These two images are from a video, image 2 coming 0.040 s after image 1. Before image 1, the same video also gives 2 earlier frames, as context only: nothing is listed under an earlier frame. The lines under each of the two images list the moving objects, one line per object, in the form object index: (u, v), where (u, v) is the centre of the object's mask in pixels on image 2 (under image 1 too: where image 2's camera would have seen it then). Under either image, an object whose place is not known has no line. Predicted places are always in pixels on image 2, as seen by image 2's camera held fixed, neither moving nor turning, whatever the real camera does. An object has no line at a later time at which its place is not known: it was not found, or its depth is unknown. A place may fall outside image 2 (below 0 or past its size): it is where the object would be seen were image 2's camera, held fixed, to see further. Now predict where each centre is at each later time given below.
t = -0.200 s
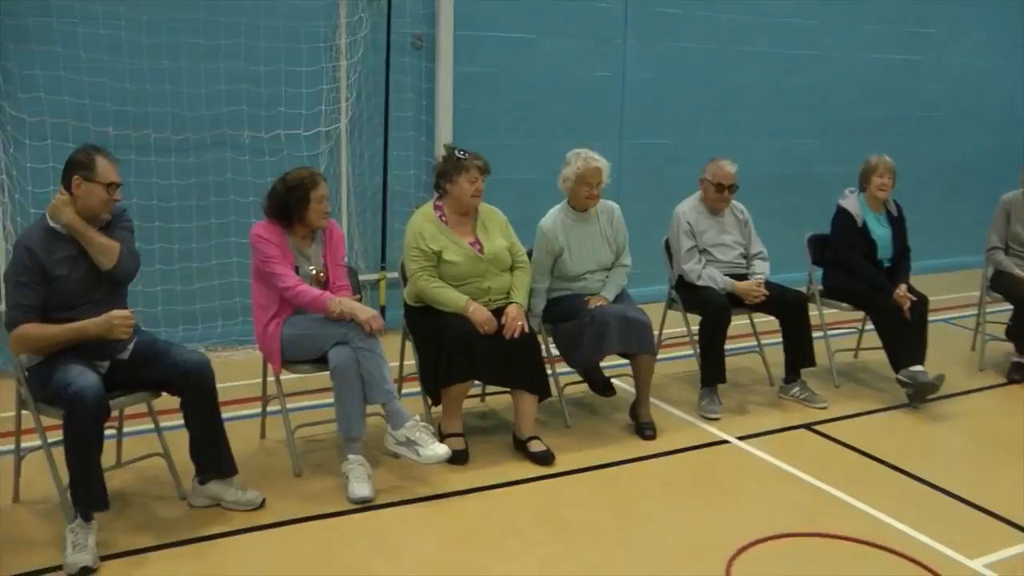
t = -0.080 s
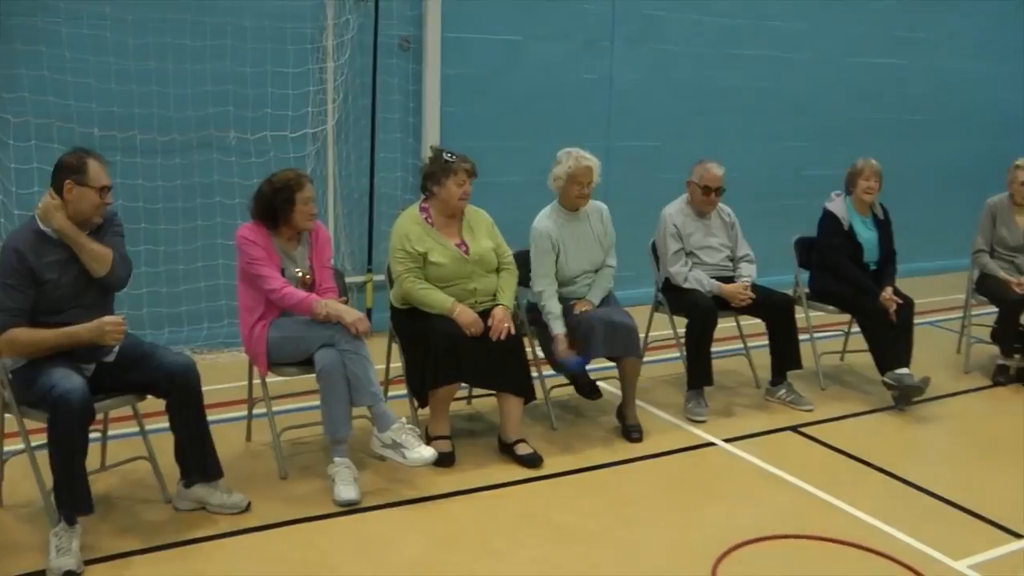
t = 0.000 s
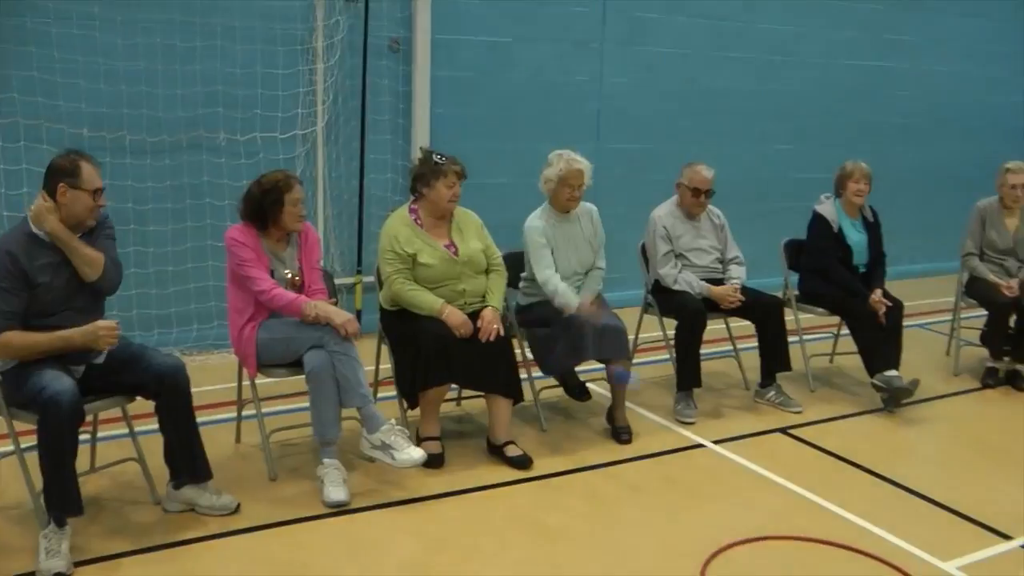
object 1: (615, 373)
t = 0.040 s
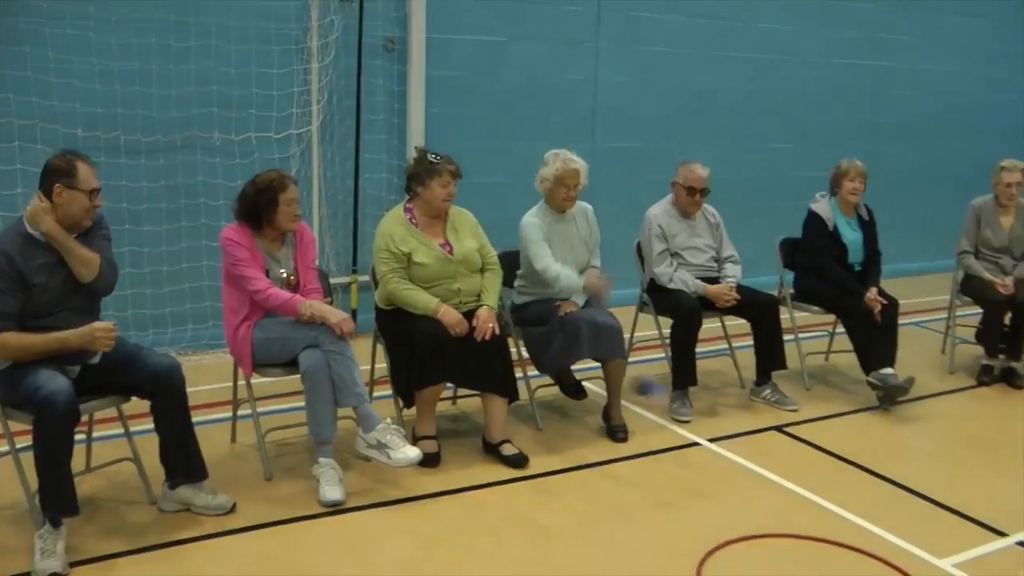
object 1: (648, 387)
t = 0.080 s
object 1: (679, 405)
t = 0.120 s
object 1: (711, 424)
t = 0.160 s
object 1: (751, 454)
